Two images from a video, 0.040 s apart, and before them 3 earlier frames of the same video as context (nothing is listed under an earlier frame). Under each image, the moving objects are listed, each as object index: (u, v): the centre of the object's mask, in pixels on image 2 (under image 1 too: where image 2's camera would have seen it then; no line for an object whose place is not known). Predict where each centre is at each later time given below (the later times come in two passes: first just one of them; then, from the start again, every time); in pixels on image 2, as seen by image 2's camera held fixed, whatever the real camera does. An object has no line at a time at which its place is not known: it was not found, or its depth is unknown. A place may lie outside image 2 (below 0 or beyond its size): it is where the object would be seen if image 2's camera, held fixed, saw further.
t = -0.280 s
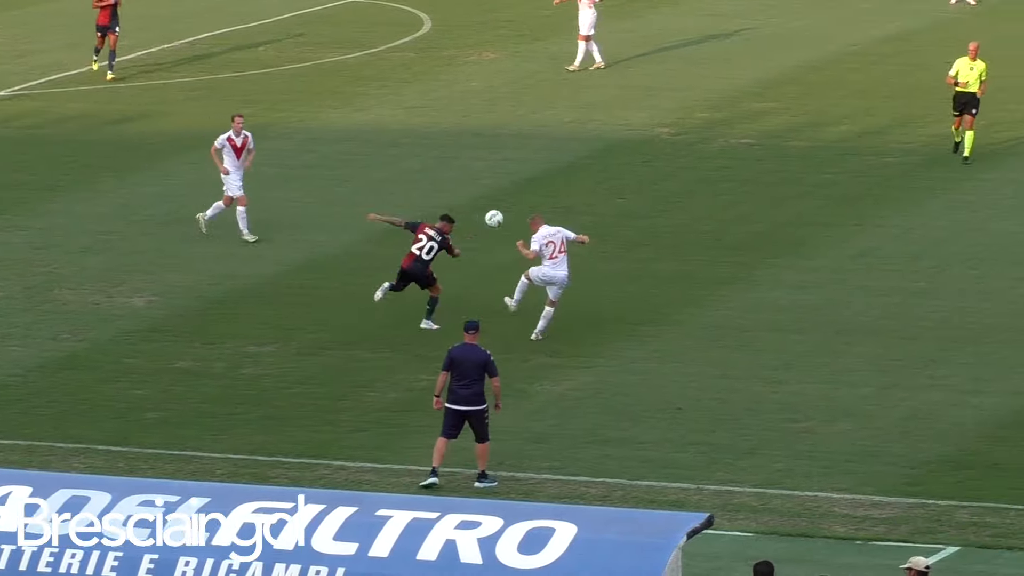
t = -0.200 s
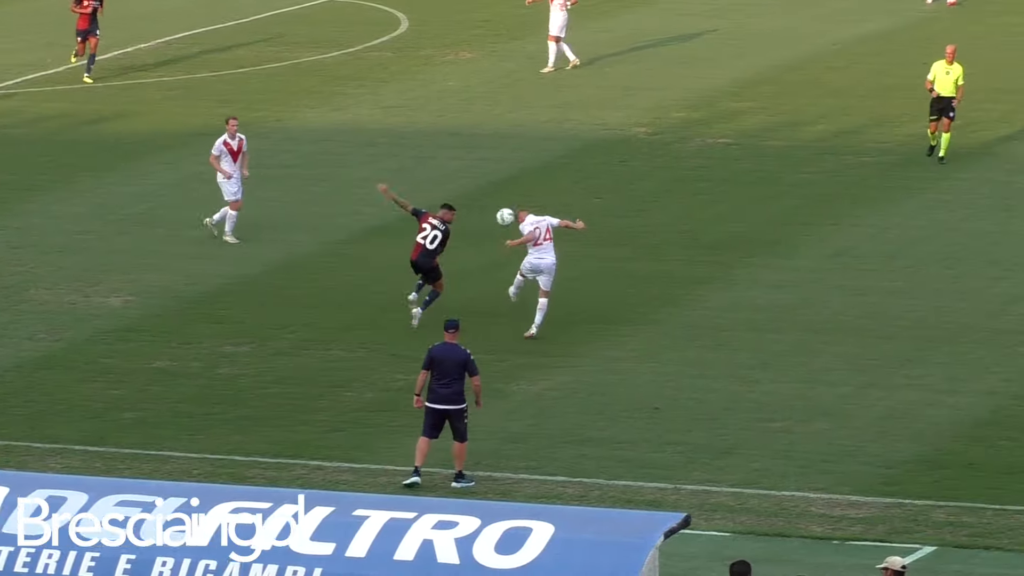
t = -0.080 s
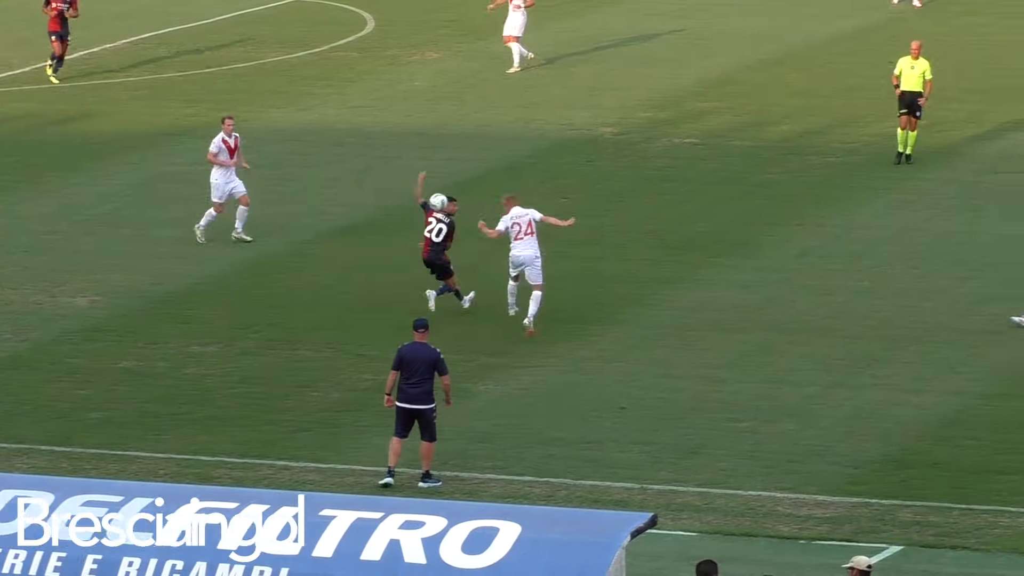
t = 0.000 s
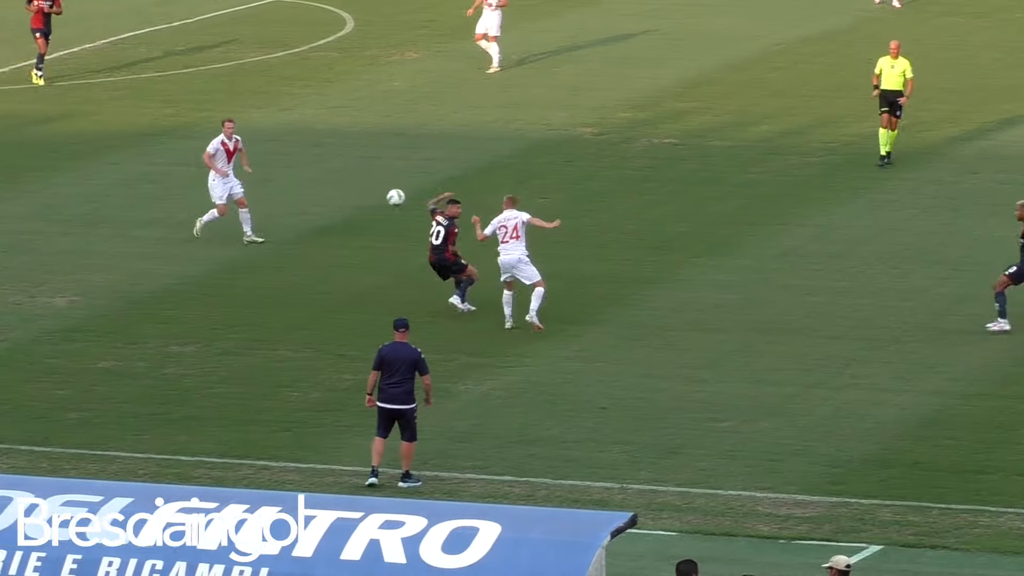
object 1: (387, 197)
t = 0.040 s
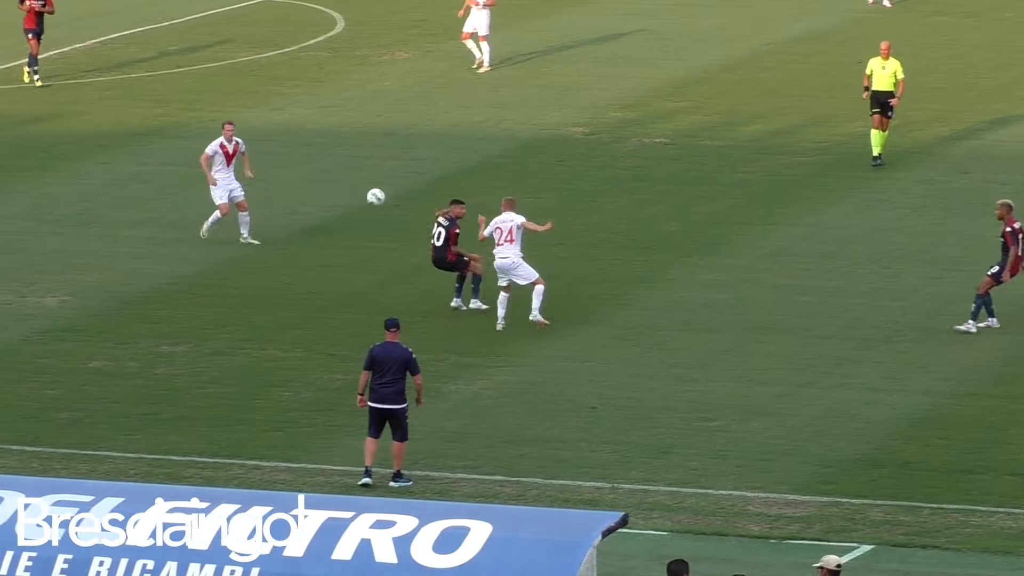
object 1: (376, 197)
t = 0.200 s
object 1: (332, 207)
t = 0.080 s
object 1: (365, 198)
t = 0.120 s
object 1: (354, 199)
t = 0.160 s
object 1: (343, 203)
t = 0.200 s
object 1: (332, 207)
